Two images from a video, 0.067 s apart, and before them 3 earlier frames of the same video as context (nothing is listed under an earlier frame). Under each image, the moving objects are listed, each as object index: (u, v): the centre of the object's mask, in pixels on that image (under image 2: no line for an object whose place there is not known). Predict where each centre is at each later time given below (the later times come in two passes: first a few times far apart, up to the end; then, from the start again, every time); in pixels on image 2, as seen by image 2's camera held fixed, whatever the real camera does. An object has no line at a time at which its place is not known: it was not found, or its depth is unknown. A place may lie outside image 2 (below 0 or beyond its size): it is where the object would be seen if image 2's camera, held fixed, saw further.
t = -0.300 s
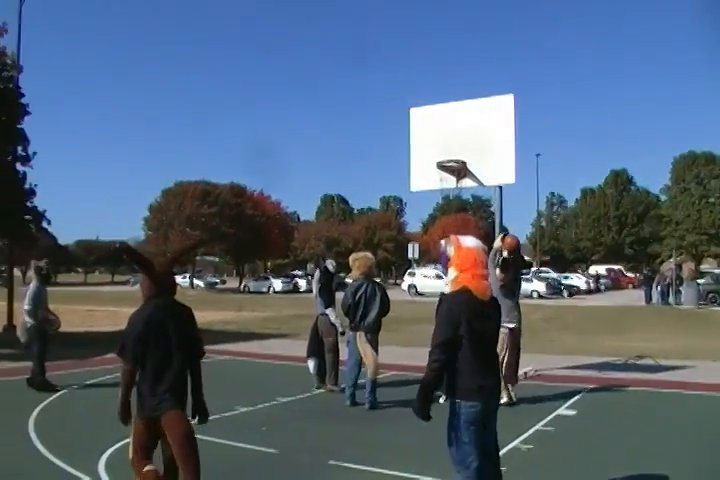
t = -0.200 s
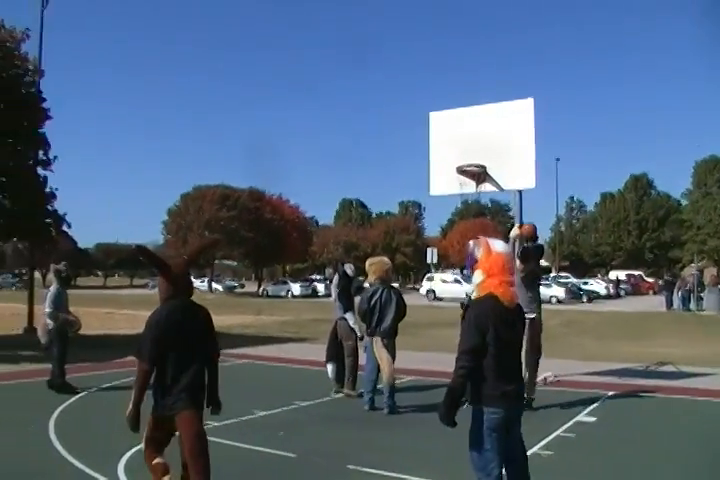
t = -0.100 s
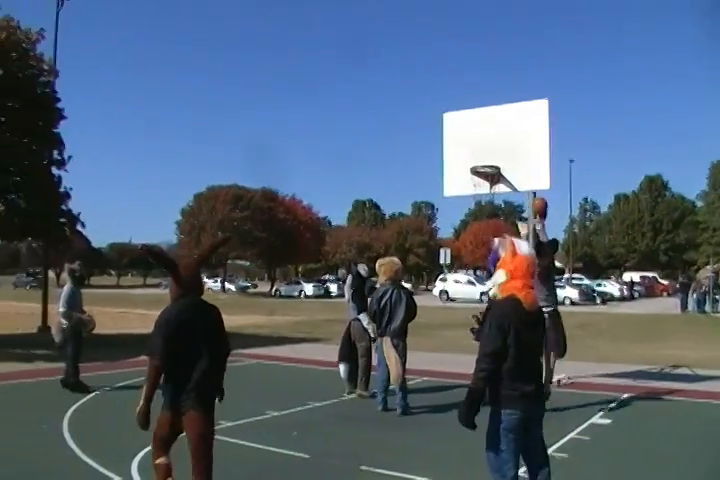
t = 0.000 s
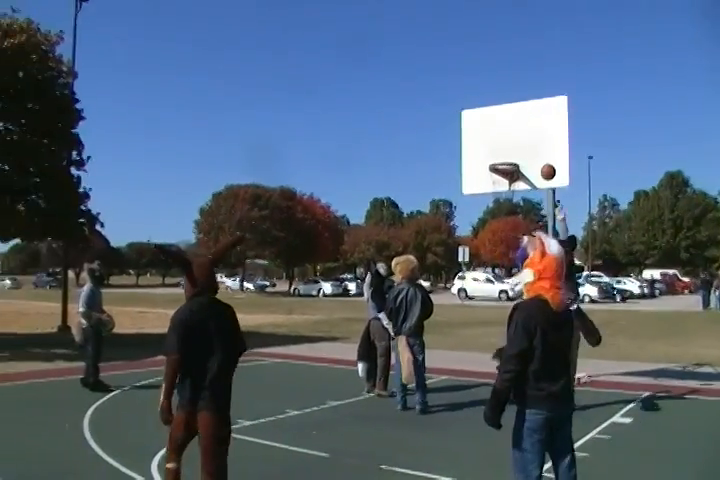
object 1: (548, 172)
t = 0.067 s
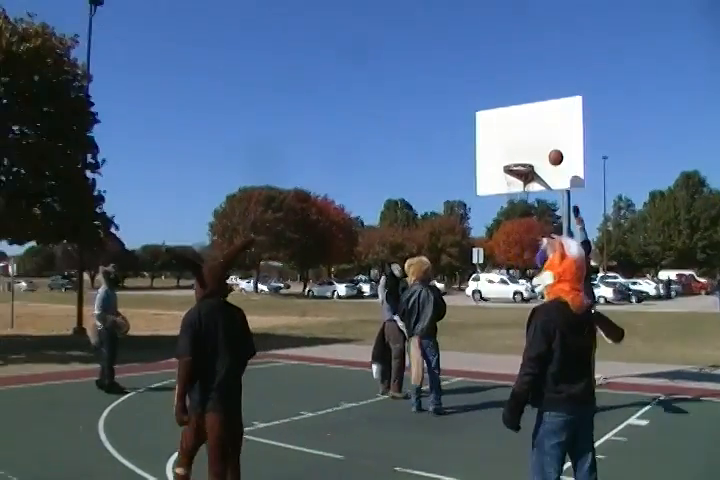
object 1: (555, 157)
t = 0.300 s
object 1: (531, 135)
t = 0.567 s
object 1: (497, 159)
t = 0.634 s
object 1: (489, 173)
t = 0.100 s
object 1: (552, 151)
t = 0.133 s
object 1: (549, 146)
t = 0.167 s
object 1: (546, 142)
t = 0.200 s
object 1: (543, 139)
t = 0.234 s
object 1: (538, 137)
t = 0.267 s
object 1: (535, 136)
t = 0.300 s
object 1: (531, 135)
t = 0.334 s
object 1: (527, 135)
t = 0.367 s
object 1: (523, 136)
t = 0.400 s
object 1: (518, 138)
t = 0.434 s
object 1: (514, 141)
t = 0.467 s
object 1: (510, 144)
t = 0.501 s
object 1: (506, 148)
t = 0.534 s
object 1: (501, 153)
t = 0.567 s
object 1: (497, 159)
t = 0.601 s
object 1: (493, 166)
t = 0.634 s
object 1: (489, 173)
